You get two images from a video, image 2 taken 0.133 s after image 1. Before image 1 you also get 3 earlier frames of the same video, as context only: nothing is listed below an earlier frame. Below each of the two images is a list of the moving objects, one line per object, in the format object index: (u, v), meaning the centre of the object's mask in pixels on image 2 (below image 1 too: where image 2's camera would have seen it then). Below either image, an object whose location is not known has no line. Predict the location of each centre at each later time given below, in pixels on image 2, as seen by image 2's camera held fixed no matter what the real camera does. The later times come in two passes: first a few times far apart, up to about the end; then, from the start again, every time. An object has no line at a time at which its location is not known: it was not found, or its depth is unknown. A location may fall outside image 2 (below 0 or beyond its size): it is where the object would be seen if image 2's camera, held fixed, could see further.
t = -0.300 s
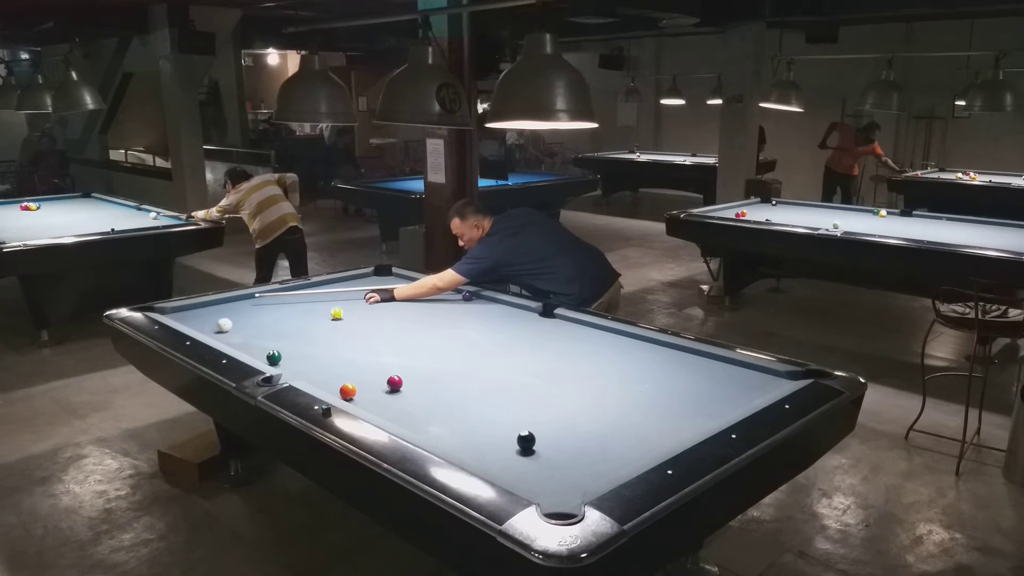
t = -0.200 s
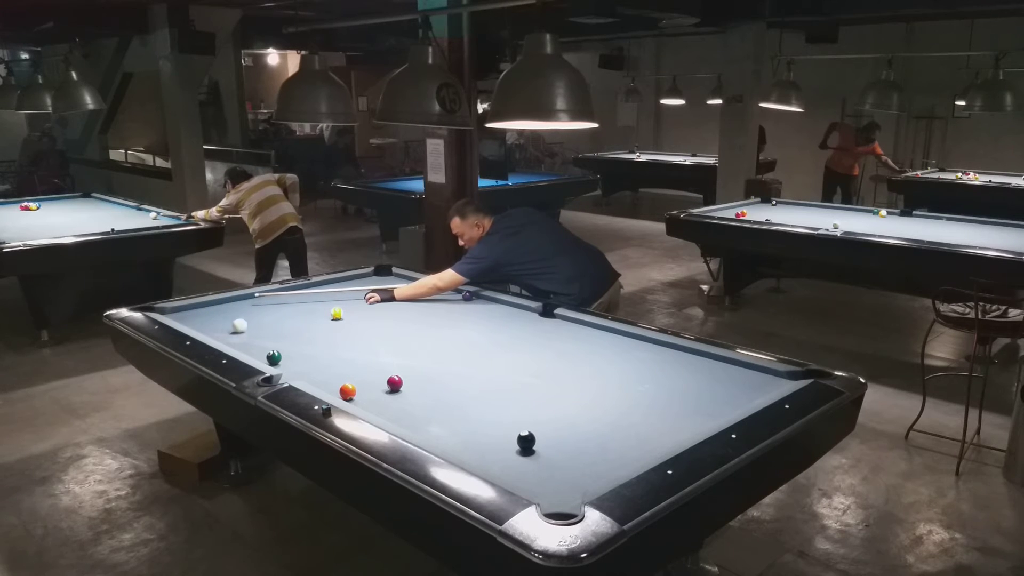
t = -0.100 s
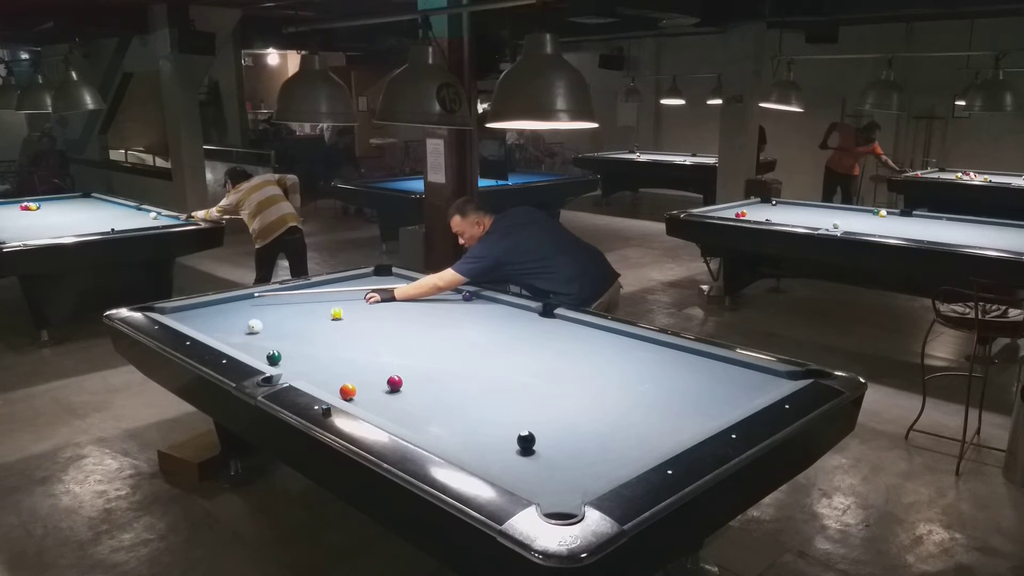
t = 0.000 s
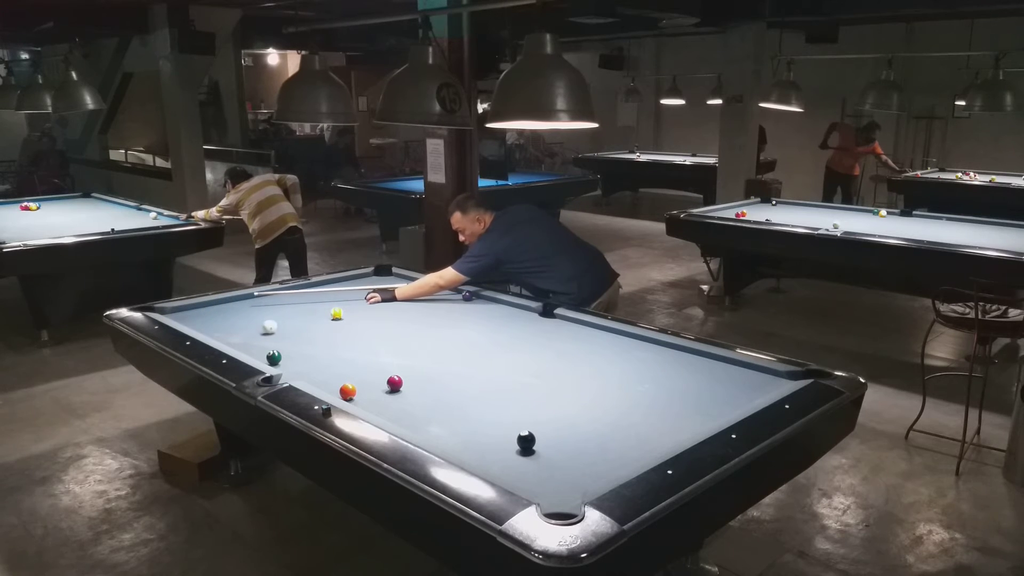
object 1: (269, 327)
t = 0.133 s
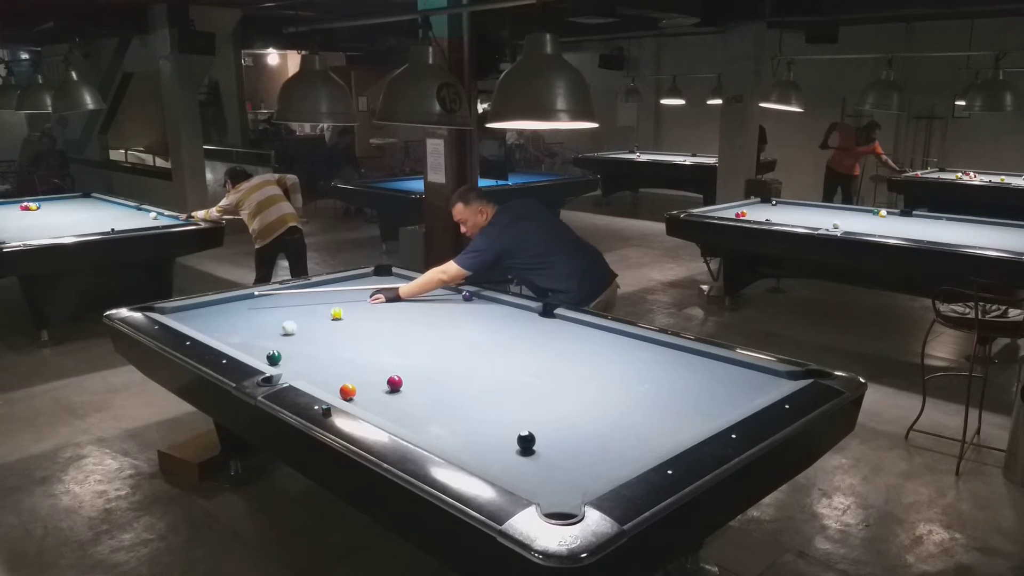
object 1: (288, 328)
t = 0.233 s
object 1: (303, 328)
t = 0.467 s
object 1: (336, 330)
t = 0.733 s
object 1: (374, 332)
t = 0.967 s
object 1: (405, 333)
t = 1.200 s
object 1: (436, 333)
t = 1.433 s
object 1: (464, 335)
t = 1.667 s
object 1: (492, 335)
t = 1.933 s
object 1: (522, 336)
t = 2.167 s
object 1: (548, 337)
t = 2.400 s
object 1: (573, 339)
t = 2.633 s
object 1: (597, 340)
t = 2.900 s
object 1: (622, 341)
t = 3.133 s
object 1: (644, 342)
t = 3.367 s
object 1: (655, 344)
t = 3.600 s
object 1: (660, 347)
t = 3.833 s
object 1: (664, 350)
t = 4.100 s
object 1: (667, 353)
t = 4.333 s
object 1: (670, 355)
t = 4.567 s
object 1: (673, 357)
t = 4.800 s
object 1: (675, 359)
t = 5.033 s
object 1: (677, 360)
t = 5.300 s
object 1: (678, 361)
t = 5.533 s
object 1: (678, 361)
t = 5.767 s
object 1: (678, 361)
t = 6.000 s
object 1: (678, 361)
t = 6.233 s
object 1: (678, 361)
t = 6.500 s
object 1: (678, 361)
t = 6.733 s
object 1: (678, 361)
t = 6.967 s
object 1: (678, 361)
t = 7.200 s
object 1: (678, 361)
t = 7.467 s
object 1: (678, 361)
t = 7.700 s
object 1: (678, 360)
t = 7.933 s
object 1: (678, 360)
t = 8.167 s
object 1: (678, 360)
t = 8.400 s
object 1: (678, 360)
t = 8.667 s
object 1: (678, 360)
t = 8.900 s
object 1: (678, 360)
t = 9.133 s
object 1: (678, 360)
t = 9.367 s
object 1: (678, 360)
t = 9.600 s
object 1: (678, 360)
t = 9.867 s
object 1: (678, 360)
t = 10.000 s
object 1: (678, 360)
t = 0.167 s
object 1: (294, 328)
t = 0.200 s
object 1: (299, 328)
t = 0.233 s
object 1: (303, 328)
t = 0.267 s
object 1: (308, 329)
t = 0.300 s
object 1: (313, 329)
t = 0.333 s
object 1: (317, 329)
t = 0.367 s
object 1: (322, 330)
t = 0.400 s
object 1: (327, 330)
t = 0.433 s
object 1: (332, 330)
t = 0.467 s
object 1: (336, 330)
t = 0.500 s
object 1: (341, 330)
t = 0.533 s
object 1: (346, 330)
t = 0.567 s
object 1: (351, 331)
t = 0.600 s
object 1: (356, 330)
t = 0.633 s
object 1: (360, 331)
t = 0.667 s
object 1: (365, 331)
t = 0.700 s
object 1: (369, 331)
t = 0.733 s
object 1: (374, 332)
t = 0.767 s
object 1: (379, 332)
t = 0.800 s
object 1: (383, 332)
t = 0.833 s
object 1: (388, 332)
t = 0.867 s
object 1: (392, 332)
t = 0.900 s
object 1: (397, 332)
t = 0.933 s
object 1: (401, 333)
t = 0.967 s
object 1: (405, 333)
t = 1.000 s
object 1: (409, 333)
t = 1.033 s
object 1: (414, 333)
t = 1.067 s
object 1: (418, 333)
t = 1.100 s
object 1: (423, 333)
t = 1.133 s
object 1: (427, 333)
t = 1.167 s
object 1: (431, 333)
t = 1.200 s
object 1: (436, 333)
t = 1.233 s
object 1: (440, 334)
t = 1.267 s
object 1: (444, 334)
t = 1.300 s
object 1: (448, 334)
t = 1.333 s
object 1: (452, 334)
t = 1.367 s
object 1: (456, 334)
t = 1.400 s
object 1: (460, 334)
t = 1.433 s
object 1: (464, 335)
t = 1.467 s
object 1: (469, 334)
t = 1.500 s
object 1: (472, 335)
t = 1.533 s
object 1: (476, 335)
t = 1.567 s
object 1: (480, 335)
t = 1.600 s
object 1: (484, 335)
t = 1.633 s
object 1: (489, 335)
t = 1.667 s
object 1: (492, 335)
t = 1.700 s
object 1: (496, 336)
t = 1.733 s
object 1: (499, 336)
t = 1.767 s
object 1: (504, 336)
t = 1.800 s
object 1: (507, 336)
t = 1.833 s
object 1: (511, 336)
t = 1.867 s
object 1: (515, 336)
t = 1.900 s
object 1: (519, 336)
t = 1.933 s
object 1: (522, 336)
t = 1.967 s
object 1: (526, 337)
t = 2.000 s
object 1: (530, 337)
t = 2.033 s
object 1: (534, 337)
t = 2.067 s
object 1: (537, 337)
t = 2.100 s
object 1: (541, 337)
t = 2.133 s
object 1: (545, 337)
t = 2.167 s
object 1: (548, 337)
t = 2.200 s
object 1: (552, 338)
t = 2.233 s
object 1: (556, 338)
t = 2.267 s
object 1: (559, 338)
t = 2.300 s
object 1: (563, 338)
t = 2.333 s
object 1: (566, 338)
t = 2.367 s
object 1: (570, 338)
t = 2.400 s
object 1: (573, 339)
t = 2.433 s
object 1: (577, 339)
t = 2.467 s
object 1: (580, 339)
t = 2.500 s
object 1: (583, 339)
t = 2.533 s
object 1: (587, 339)
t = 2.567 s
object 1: (590, 339)
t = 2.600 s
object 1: (593, 339)
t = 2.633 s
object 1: (597, 340)
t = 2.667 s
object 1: (600, 340)
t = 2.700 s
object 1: (603, 340)
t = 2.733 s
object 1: (607, 340)
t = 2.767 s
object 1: (610, 340)
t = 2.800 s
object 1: (613, 340)
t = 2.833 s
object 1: (616, 341)
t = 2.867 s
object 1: (619, 341)
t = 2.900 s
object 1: (622, 341)
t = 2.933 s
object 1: (625, 341)
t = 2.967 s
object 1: (629, 341)
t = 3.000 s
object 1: (632, 341)
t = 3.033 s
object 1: (635, 341)
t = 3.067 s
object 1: (638, 342)
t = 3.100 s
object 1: (641, 341)
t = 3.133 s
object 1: (644, 342)
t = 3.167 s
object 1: (647, 342)
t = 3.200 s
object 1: (650, 342)
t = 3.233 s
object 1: (652, 342)
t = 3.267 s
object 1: (653, 343)
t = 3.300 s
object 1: (654, 343)
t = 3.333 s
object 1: (655, 344)
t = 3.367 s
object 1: (655, 344)
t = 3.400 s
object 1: (656, 345)
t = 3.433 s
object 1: (657, 345)
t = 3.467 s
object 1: (657, 345)
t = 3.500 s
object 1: (658, 346)
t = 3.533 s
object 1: (658, 346)
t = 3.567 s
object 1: (659, 347)
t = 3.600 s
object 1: (660, 347)
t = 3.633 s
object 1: (660, 348)
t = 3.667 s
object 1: (661, 348)
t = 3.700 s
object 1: (662, 349)
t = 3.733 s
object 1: (662, 349)
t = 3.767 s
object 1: (663, 349)
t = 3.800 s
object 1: (663, 350)
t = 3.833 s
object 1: (664, 350)
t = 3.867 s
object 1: (664, 350)
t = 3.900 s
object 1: (665, 351)
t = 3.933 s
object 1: (665, 351)
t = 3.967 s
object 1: (665, 352)
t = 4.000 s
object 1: (666, 352)
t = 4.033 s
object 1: (666, 352)
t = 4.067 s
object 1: (667, 353)
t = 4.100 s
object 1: (667, 353)
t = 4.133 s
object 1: (668, 354)
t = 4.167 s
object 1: (668, 354)
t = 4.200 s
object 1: (669, 354)
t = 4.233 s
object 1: (669, 354)
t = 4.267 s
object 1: (670, 355)
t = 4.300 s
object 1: (670, 355)
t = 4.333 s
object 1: (670, 355)
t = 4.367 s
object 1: (671, 356)
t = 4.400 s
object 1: (671, 356)
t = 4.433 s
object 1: (672, 356)
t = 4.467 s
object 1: (672, 357)
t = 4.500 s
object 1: (672, 357)
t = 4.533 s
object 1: (673, 357)
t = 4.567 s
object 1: (673, 357)
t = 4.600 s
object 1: (673, 357)
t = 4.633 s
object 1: (673, 358)
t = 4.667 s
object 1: (674, 358)
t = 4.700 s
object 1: (674, 358)
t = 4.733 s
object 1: (674, 358)
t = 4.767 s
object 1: (675, 358)
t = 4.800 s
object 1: (675, 359)
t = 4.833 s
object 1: (675, 359)
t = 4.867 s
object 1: (676, 359)
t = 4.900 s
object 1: (676, 359)
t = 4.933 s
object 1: (676, 359)
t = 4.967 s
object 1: (676, 360)
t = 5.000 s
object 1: (677, 360)
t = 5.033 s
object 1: (677, 360)
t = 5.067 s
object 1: (677, 360)
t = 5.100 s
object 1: (677, 360)
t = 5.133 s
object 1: (677, 360)
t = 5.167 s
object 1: (677, 360)
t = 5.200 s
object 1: (677, 360)
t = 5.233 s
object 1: (678, 360)
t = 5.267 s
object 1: (678, 360)
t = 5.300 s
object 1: (678, 361)
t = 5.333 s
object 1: (678, 361)
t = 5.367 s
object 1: (678, 361)
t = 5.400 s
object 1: (678, 361)
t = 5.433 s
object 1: (678, 361)
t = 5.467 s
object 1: (678, 361)
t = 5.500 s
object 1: (678, 361)
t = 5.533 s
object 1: (678, 361)
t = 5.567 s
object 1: (678, 361)
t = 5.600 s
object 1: (678, 361)
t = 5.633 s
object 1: (678, 361)
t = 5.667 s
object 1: (678, 361)
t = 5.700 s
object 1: (678, 361)
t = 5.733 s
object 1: (678, 361)
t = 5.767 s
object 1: (678, 361)
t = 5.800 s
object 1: (678, 361)
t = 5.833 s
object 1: (678, 361)
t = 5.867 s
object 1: (678, 361)
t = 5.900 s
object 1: (678, 361)
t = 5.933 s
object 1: (678, 361)
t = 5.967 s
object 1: (678, 361)
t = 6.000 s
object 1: (678, 361)
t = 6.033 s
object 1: (678, 361)
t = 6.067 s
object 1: (678, 361)
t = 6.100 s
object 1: (678, 361)
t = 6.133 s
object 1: (678, 361)
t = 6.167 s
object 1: (678, 361)
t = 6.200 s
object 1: (678, 361)
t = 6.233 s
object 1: (678, 361)
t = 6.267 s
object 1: (678, 361)
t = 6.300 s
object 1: (678, 361)
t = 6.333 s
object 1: (678, 361)
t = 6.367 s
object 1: (678, 361)
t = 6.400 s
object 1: (678, 361)
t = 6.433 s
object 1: (678, 361)
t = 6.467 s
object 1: (678, 361)
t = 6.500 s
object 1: (678, 361)
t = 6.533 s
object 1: (678, 361)
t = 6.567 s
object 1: (678, 361)
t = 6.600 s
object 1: (678, 361)
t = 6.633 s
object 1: (678, 361)
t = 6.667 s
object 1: (678, 361)
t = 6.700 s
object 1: (678, 361)
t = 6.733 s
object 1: (678, 361)
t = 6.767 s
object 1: (678, 361)
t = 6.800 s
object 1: (678, 361)
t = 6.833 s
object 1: (678, 361)
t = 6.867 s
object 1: (678, 361)
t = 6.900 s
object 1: (678, 361)
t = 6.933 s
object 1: (678, 361)
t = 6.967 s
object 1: (678, 361)
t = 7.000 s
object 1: (678, 361)
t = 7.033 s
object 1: (678, 361)
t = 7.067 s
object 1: (678, 361)
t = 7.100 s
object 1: (678, 361)
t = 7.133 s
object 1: (678, 361)
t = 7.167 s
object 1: (678, 361)
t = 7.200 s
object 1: (678, 361)
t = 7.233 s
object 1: (678, 361)
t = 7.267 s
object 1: (678, 361)
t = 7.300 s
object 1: (678, 361)
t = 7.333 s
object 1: (678, 361)
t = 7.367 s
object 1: (678, 360)
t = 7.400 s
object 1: (678, 361)
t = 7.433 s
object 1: (678, 361)
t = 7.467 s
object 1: (678, 361)
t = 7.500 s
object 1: (678, 361)
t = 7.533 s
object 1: (678, 361)
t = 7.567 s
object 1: (678, 361)
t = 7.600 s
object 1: (678, 361)
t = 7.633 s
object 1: (678, 361)
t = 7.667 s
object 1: (678, 361)
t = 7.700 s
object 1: (678, 360)
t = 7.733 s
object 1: (678, 360)
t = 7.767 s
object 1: (678, 360)
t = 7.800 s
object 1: (678, 360)
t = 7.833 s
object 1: (678, 361)
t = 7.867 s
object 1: (678, 360)
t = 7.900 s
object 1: (678, 360)
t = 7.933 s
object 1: (678, 360)
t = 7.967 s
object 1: (678, 360)
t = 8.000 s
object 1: (678, 360)
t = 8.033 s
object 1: (678, 360)
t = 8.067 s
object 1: (678, 360)
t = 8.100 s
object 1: (678, 360)
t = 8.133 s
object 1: (678, 360)
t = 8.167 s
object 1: (678, 360)
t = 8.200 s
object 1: (678, 360)
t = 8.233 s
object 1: (678, 360)
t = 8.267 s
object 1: (678, 360)
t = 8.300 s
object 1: (678, 360)
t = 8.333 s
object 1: (678, 360)
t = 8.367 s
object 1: (678, 360)
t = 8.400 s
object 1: (678, 360)
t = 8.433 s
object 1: (678, 360)
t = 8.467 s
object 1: (678, 360)
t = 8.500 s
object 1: (678, 360)
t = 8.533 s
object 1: (678, 360)
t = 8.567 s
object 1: (678, 360)
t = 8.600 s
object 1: (678, 360)
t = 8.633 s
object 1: (678, 360)
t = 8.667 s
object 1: (678, 360)
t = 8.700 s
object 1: (678, 360)
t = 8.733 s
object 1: (678, 360)
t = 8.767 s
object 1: (678, 360)
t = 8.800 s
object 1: (678, 360)
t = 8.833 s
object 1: (678, 360)
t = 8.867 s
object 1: (678, 360)
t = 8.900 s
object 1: (678, 360)
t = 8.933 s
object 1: (678, 360)
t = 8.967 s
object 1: (678, 360)
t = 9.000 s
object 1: (678, 360)
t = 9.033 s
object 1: (678, 360)
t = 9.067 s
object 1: (678, 360)
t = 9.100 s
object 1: (678, 360)
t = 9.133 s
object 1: (678, 360)
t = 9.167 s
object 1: (678, 360)
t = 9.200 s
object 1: (678, 360)
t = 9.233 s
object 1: (678, 360)
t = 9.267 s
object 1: (678, 360)
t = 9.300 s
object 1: (678, 360)
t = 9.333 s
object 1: (678, 360)
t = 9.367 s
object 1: (678, 360)
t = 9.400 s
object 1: (678, 360)
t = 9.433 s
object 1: (678, 360)
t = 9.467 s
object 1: (678, 360)
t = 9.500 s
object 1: (678, 360)
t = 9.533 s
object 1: (678, 360)
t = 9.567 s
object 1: (678, 360)
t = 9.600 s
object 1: (678, 360)
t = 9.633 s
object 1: (678, 360)
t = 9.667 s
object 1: (678, 360)
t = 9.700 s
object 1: (678, 360)
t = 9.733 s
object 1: (678, 360)
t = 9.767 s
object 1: (678, 360)
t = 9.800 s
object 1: (678, 360)
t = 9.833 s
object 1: (678, 360)
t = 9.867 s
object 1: (678, 360)
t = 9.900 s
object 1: (678, 360)
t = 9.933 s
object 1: (678, 360)
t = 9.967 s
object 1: (678, 360)
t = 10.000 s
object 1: (678, 360)
